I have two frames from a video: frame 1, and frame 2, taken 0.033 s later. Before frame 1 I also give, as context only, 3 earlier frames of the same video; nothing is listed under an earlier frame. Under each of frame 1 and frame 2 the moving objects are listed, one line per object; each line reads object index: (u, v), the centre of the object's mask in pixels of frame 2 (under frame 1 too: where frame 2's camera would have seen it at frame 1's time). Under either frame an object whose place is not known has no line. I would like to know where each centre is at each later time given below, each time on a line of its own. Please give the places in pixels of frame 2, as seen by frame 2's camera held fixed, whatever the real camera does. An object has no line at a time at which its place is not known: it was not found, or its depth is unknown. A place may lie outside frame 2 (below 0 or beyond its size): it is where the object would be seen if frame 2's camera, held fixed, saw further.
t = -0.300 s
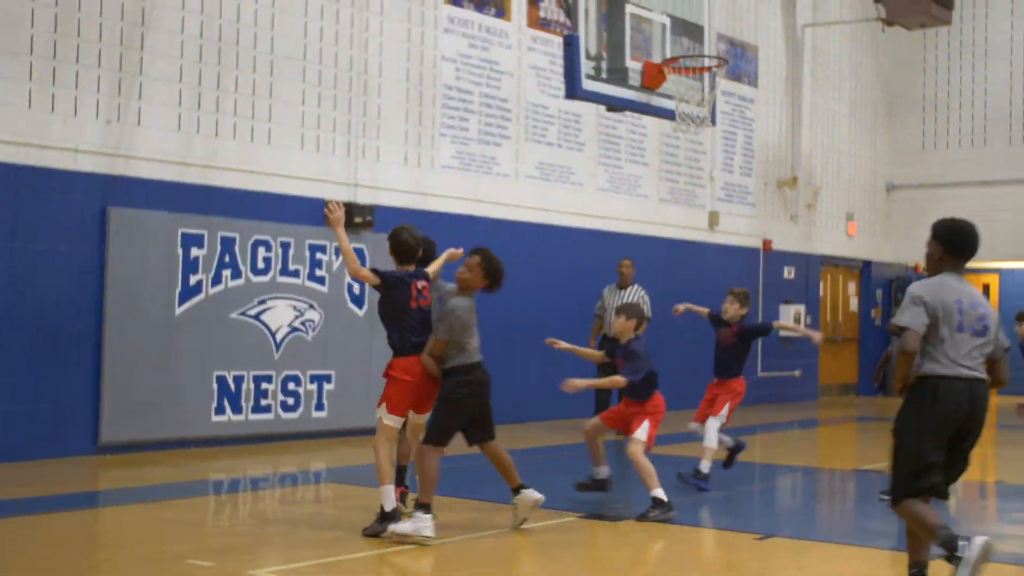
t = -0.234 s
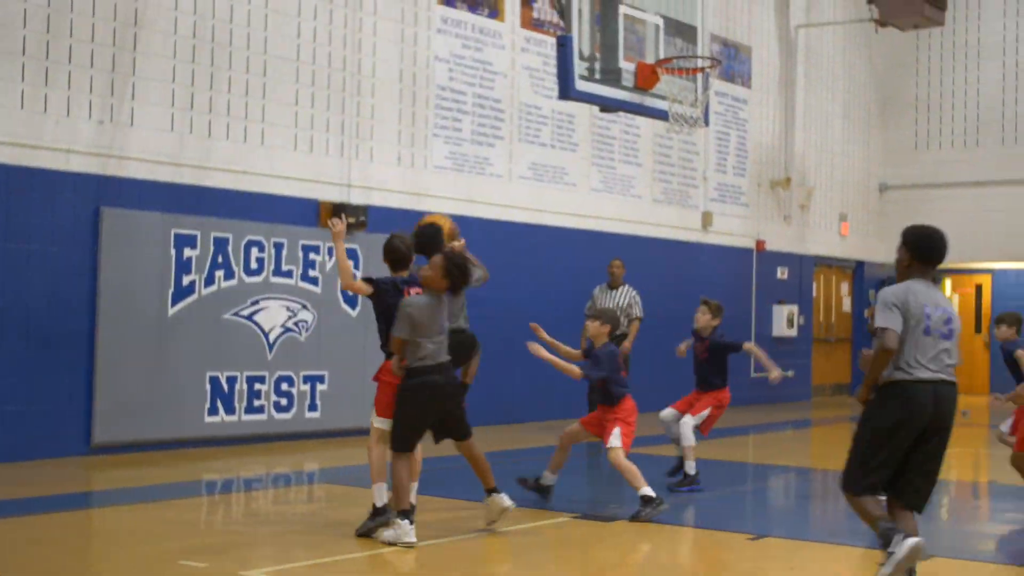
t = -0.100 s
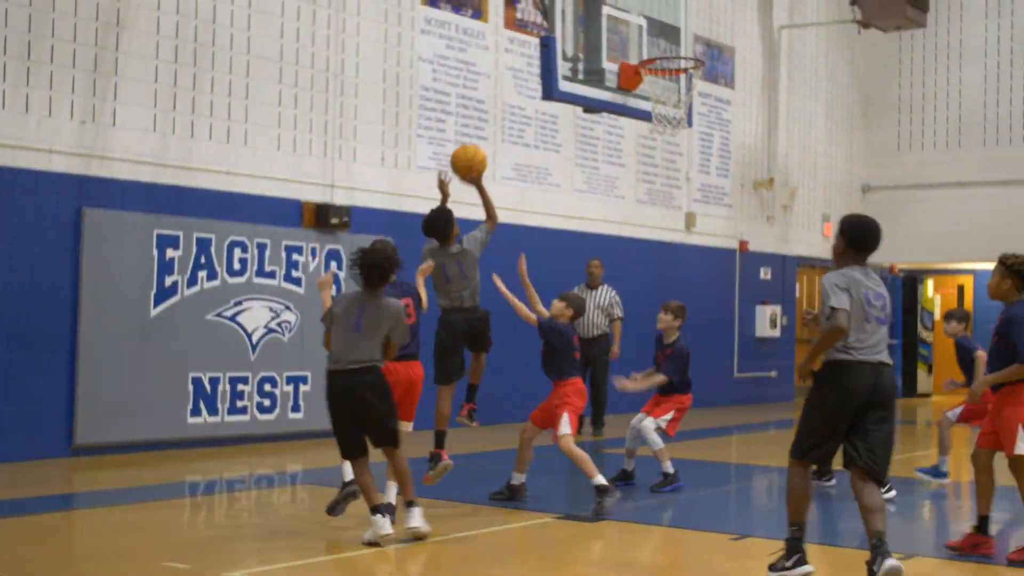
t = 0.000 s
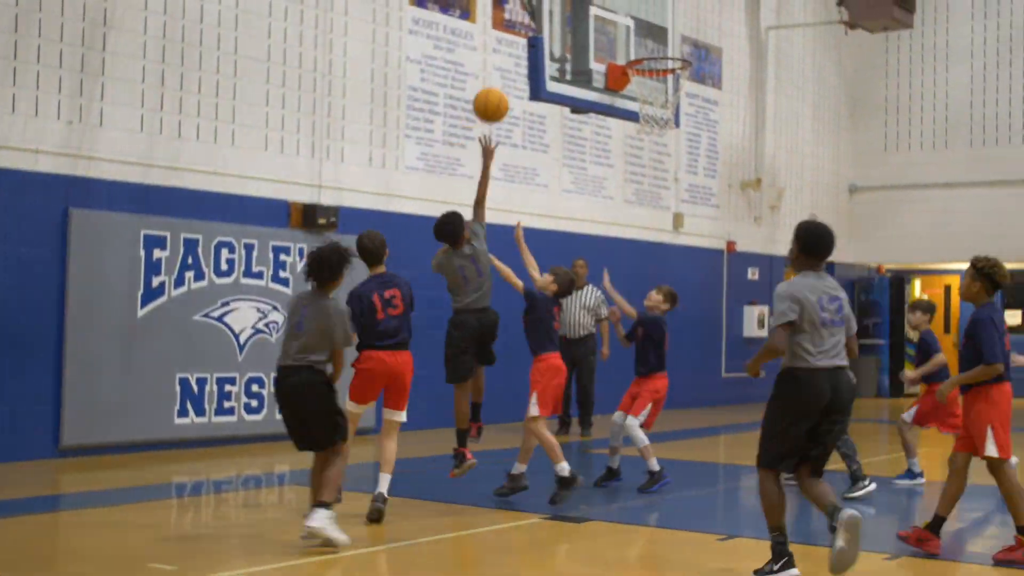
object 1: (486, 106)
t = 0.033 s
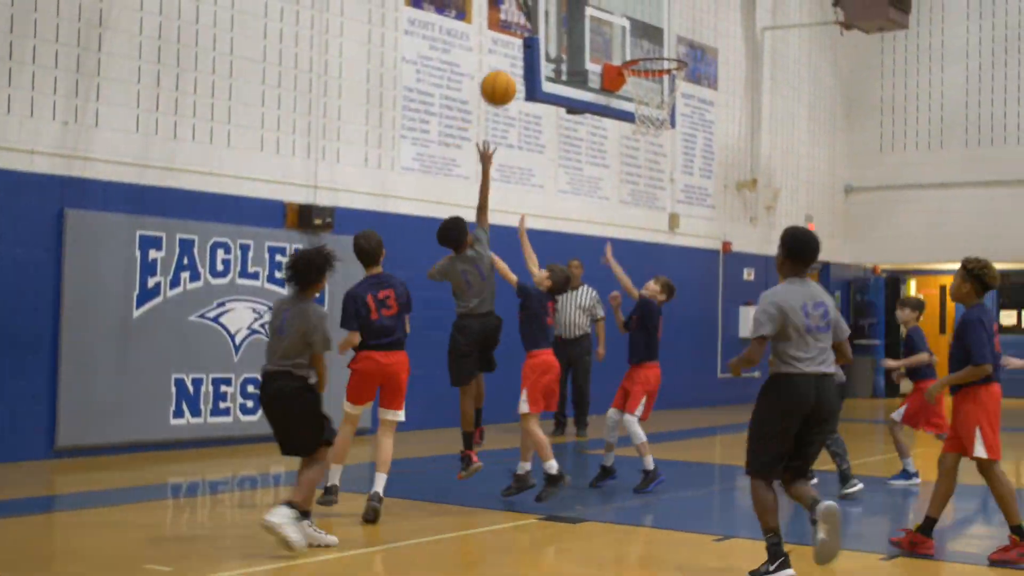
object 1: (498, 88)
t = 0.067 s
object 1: (510, 73)
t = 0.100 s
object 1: (522, 60)
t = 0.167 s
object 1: (544, 39)
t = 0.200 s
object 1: (554, 31)
